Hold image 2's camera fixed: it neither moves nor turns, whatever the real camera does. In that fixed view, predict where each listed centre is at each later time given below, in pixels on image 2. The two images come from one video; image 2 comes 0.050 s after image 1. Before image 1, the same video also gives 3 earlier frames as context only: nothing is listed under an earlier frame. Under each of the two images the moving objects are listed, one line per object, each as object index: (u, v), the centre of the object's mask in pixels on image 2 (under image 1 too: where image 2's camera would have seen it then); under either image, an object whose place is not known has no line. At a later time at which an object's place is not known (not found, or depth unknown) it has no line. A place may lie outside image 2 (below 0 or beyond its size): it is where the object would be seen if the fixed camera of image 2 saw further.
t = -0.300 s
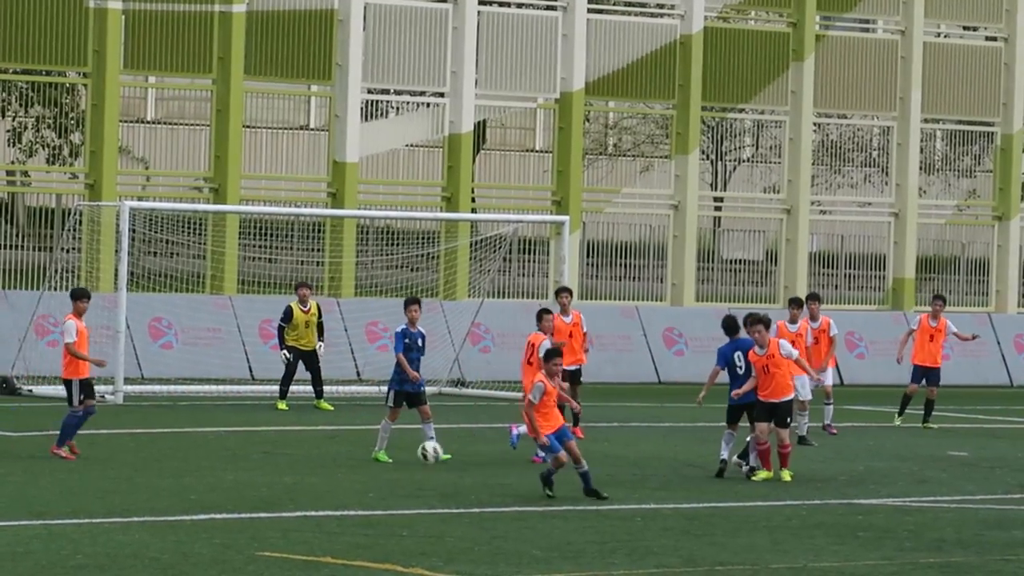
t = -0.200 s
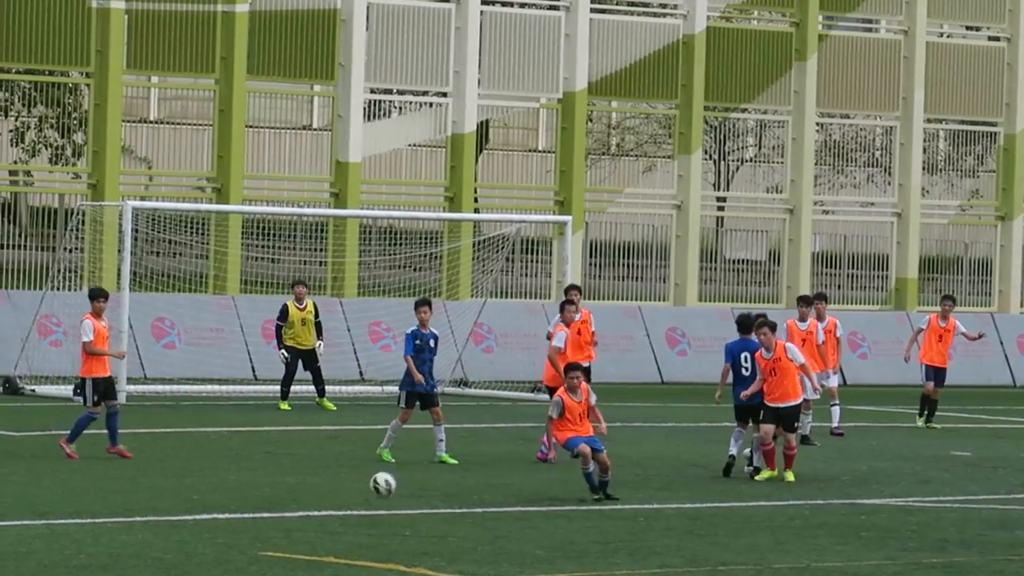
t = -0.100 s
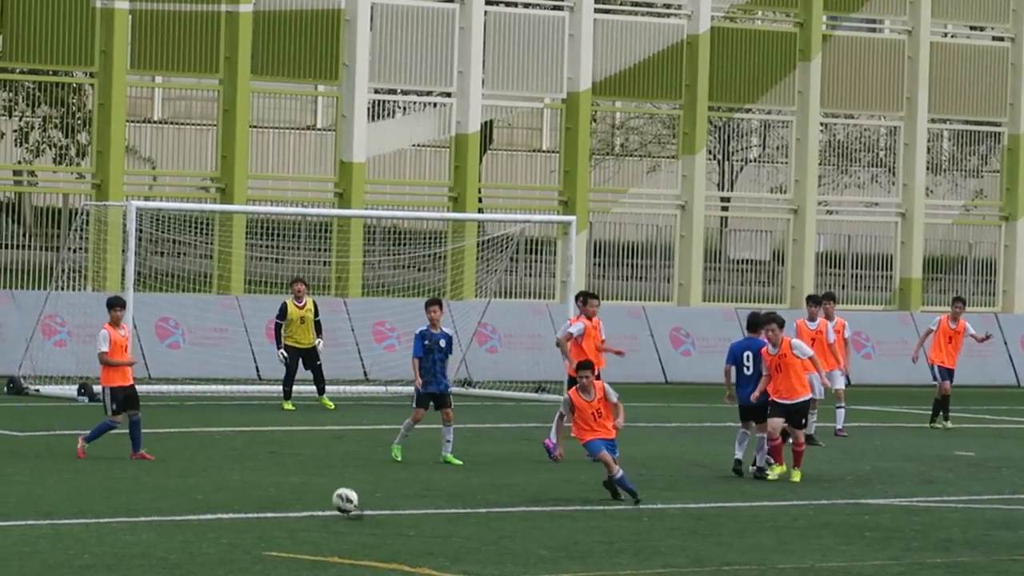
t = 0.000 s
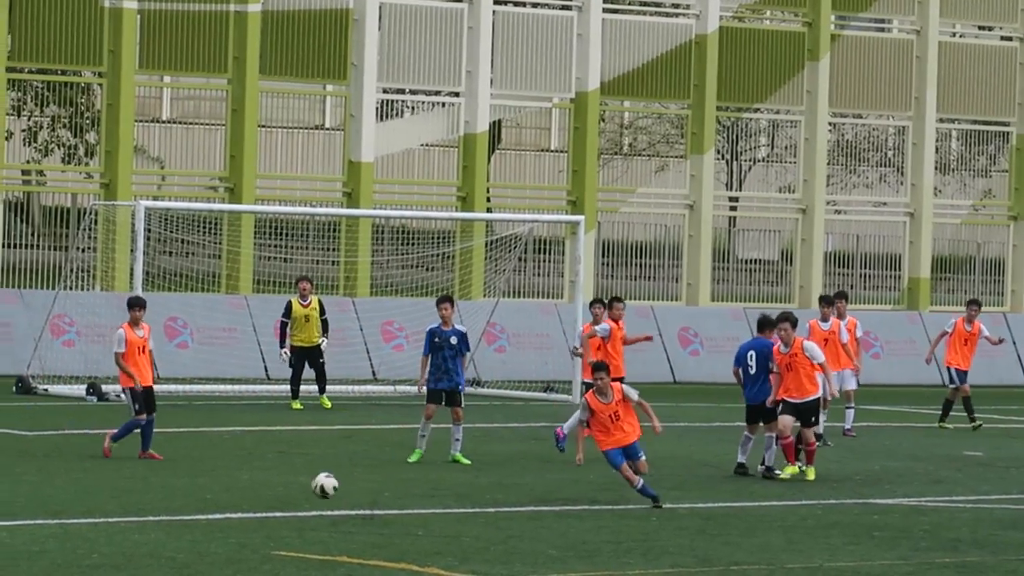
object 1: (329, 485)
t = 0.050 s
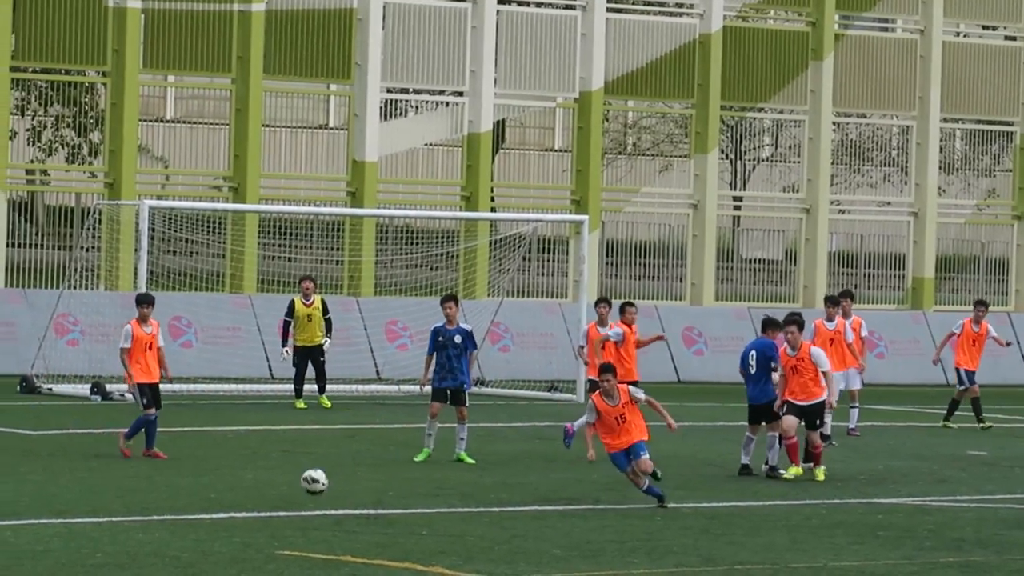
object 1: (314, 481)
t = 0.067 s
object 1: (310, 481)
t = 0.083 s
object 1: (305, 481)
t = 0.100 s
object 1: (300, 481)
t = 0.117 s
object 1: (294, 482)
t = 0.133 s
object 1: (289, 483)
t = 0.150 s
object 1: (284, 484)
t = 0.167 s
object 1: (279, 486)
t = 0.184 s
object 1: (274, 488)
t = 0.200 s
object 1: (269, 490)
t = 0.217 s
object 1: (263, 492)
